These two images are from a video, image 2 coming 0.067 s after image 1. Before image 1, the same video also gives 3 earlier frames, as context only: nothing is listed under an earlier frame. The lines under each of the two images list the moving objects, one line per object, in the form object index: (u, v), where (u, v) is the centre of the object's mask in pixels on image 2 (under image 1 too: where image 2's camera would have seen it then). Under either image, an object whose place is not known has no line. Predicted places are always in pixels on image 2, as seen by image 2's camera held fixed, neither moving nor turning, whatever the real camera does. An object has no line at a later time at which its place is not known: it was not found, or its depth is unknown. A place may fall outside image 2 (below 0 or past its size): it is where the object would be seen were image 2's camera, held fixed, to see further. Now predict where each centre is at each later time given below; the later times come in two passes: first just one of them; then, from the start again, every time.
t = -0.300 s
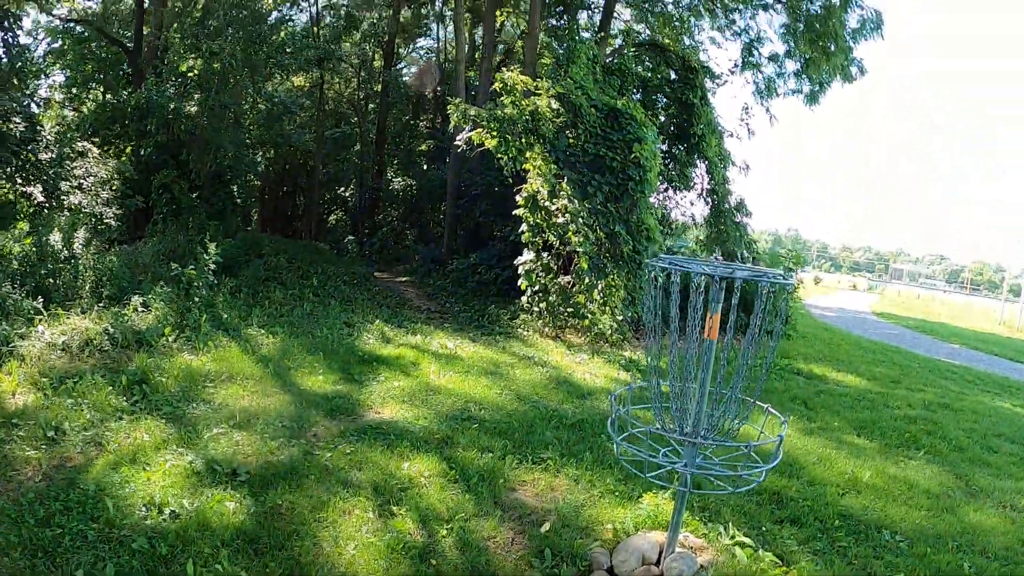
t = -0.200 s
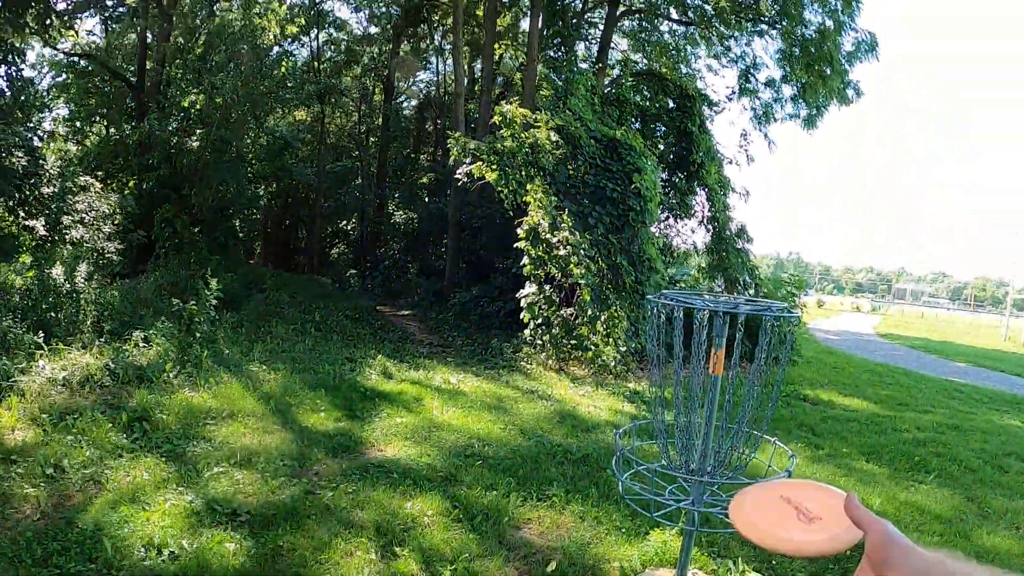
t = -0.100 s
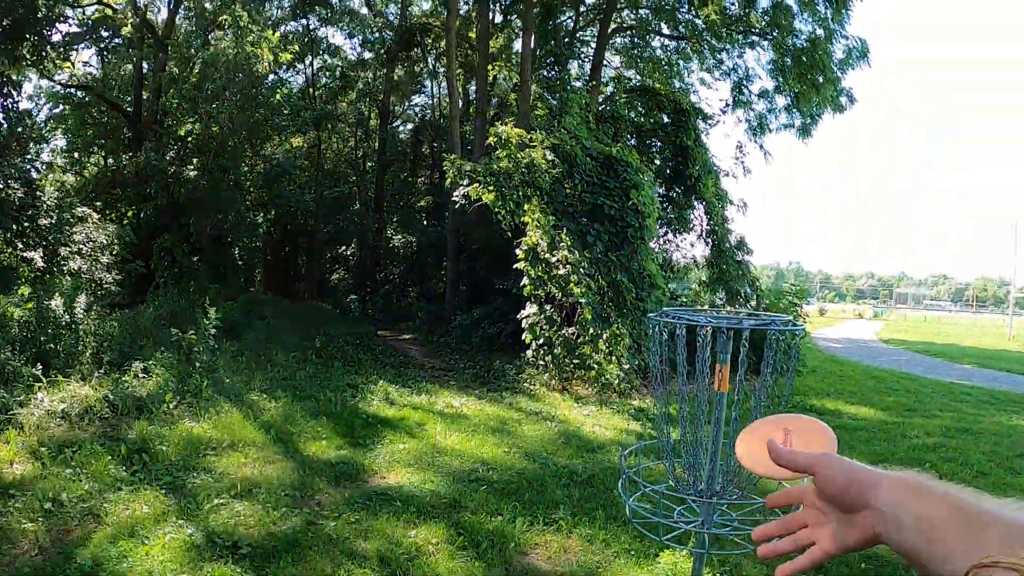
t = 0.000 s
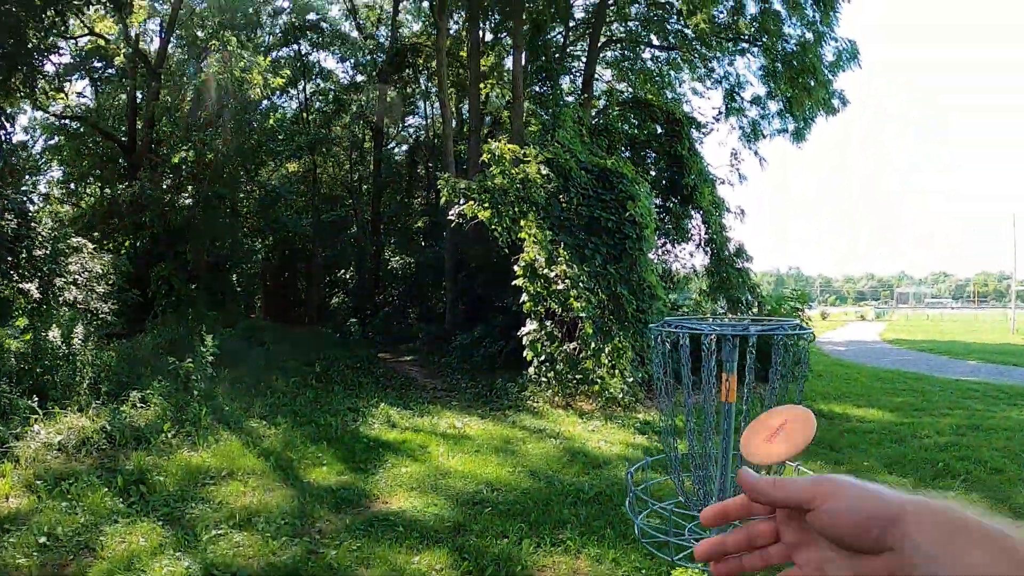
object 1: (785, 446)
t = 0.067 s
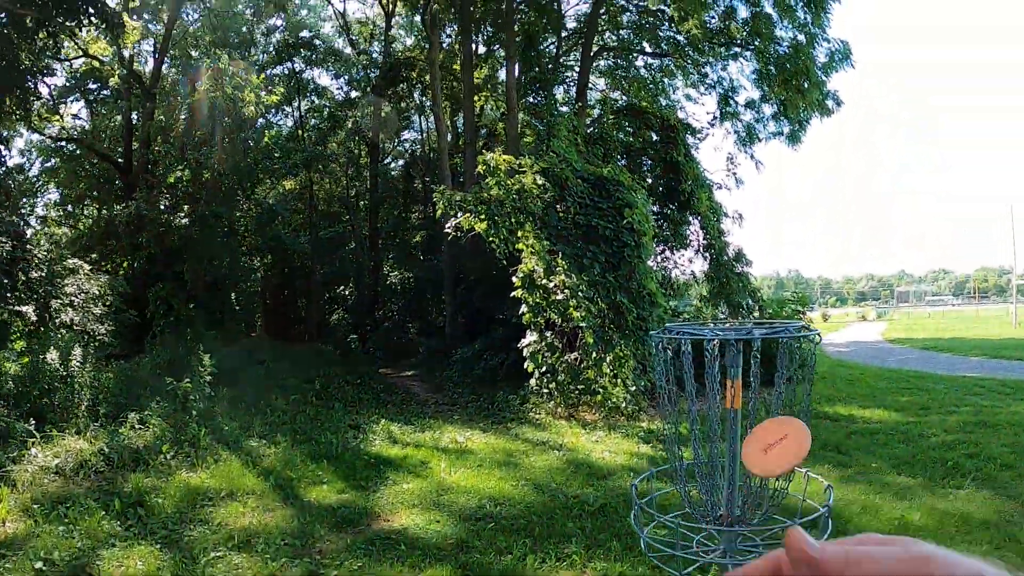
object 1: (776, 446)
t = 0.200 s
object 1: (773, 468)
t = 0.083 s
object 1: (775, 448)
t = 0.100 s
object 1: (774, 450)
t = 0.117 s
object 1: (773, 452)
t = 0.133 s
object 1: (772, 455)
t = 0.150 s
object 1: (772, 457)
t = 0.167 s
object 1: (772, 460)
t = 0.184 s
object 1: (773, 464)
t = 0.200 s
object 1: (773, 468)
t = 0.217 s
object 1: (773, 474)
